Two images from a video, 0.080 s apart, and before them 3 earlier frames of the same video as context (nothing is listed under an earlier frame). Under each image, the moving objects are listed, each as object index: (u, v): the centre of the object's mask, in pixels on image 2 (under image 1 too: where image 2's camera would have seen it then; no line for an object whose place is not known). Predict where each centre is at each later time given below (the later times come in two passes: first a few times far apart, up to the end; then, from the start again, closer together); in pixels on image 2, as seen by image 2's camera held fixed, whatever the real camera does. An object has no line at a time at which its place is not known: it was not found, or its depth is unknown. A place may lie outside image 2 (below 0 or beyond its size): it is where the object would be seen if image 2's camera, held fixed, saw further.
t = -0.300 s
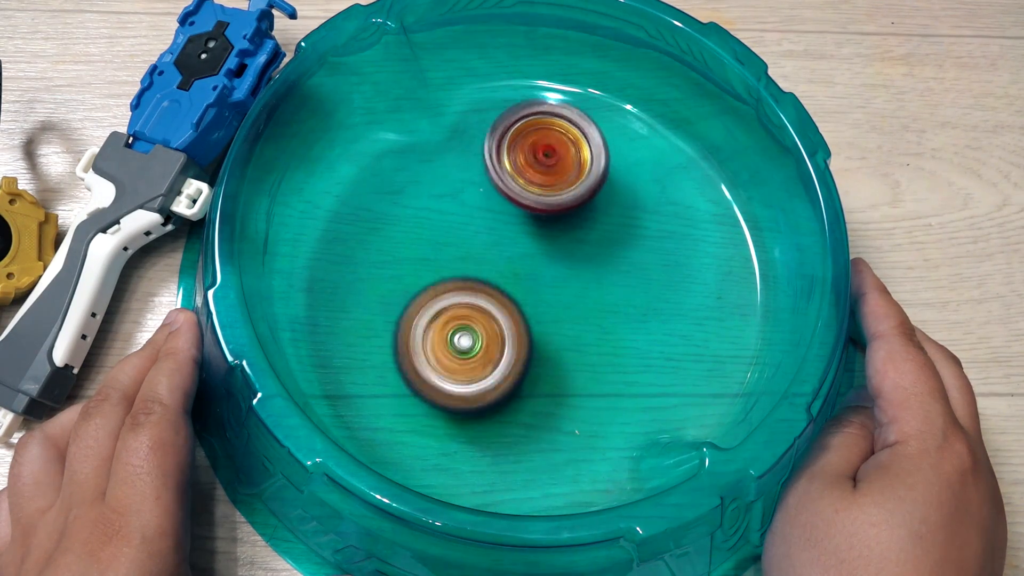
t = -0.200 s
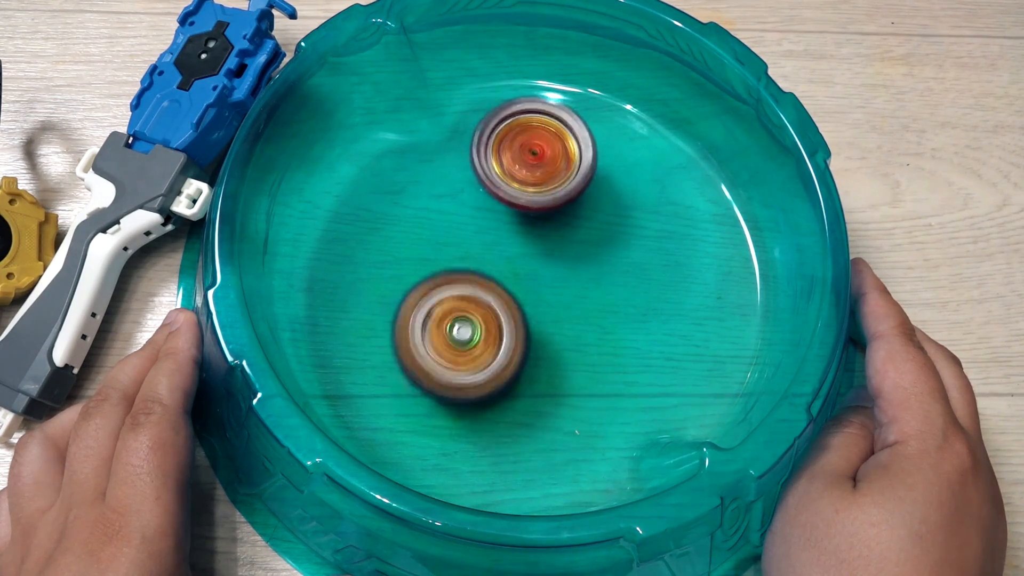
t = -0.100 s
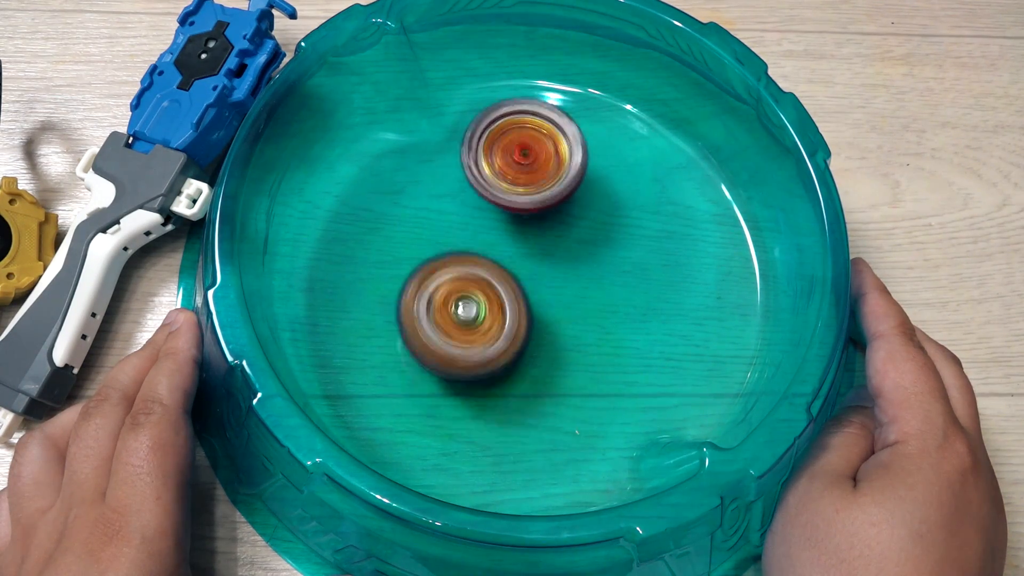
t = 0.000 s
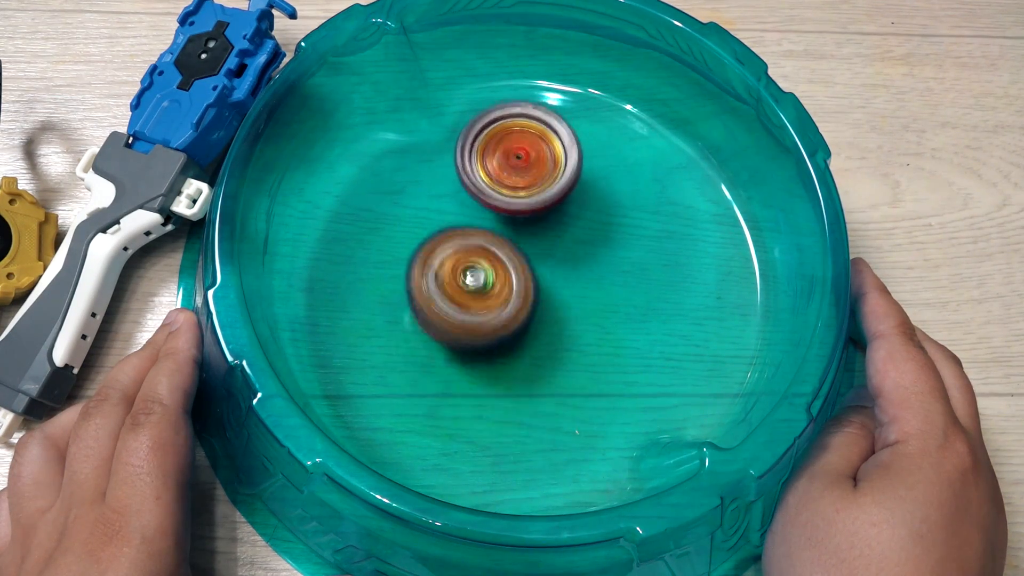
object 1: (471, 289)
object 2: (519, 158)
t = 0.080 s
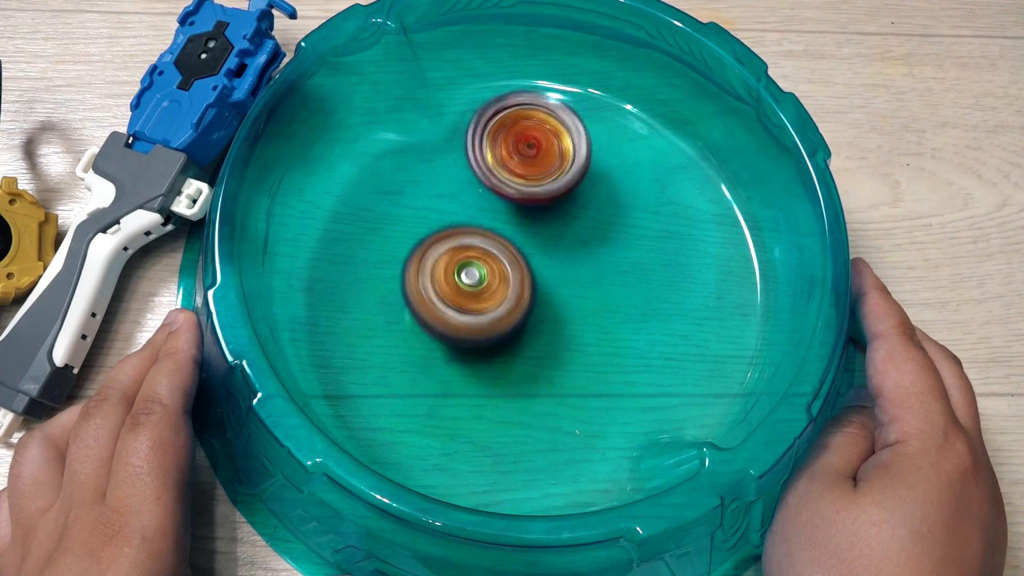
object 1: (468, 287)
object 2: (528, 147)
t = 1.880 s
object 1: (481, 282)
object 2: (540, 172)
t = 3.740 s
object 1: (415, 319)
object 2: (537, 149)
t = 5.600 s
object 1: (490, 286)
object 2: (500, 154)
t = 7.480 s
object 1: (583, 251)
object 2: (463, 199)
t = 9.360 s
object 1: (601, 369)
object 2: (515, 186)
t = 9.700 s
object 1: (578, 296)
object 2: (491, 201)
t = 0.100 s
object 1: (467, 291)
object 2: (530, 143)
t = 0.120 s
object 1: (466, 293)
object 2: (532, 140)
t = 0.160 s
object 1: (465, 297)
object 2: (533, 135)
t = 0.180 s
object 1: (466, 296)
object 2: (532, 134)
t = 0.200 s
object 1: (465, 297)
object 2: (532, 133)
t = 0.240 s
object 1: (465, 295)
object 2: (529, 133)
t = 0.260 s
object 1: (465, 295)
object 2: (528, 134)
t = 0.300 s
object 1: (465, 291)
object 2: (525, 136)
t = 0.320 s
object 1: (466, 289)
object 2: (524, 136)
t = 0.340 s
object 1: (466, 285)
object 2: (522, 138)
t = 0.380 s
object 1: (468, 281)
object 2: (520, 141)
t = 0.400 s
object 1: (470, 279)
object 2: (518, 143)
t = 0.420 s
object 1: (472, 275)
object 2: (517, 145)
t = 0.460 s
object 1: (476, 270)
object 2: (515, 147)
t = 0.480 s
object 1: (475, 274)
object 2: (518, 143)
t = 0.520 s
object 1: (472, 288)
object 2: (524, 136)
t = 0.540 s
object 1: (471, 293)
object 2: (528, 134)
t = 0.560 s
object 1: (471, 297)
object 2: (530, 133)
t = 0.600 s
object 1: (471, 303)
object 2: (534, 133)
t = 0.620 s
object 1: (472, 306)
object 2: (535, 133)
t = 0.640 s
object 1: (474, 307)
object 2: (535, 135)
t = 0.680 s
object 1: (478, 308)
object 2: (535, 138)
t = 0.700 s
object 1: (480, 307)
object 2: (534, 140)
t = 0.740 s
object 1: (485, 304)
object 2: (533, 145)
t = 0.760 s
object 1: (487, 302)
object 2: (533, 147)
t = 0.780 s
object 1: (488, 299)
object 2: (532, 151)
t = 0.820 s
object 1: (491, 292)
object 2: (531, 155)
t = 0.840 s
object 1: (492, 287)
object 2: (529, 158)
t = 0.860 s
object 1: (493, 283)
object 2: (530, 160)
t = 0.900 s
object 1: (487, 285)
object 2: (534, 158)
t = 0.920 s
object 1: (481, 290)
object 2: (538, 155)
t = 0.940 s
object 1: (477, 294)
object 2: (541, 152)
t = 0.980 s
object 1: (468, 300)
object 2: (543, 150)
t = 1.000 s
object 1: (465, 302)
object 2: (545, 150)
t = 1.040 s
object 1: (461, 305)
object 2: (544, 149)
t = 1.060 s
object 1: (460, 305)
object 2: (544, 150)
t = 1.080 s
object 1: (458, 306)
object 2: (543, 150)
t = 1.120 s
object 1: (457, 305)
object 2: (542, 152)
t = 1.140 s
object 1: (456, 303)
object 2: (543, 152)
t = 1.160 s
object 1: (457, 302)
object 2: (542, 154)
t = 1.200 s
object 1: (458, 298)
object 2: (542, 157)
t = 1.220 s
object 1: (458, 297)
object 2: (540, 159)
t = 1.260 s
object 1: (460, 291)
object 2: (539, 163)
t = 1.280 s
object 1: (461, 289)
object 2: (539, 164)
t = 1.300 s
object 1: (463, 285)
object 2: (539, 167)
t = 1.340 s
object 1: (467, 279)
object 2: (537, 171)
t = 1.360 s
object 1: (465, 279)
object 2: (539, 170)
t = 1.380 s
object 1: (461, 284)
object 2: (545, 166)
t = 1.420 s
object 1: (453, 295)
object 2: (552, 159)
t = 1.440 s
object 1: (450, 298)
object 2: (555, 157)
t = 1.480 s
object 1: (446, 304)
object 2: (557, 155)
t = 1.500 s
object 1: (444, 306)
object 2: (557, 156)
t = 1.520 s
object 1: (443, 308)
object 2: (555, 155)
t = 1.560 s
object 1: (442, 310)
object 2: (553, 156)
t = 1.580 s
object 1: (443, 310)
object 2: (553, 155)
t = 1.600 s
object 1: (444, 311)
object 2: (552, 157)
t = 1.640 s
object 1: (446, 310)
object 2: (550, 157)
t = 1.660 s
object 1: (448, 309)
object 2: (548, 158)
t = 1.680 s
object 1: (450, 308)
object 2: (548, 157)
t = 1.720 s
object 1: (454, 305)
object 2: (546, 160)
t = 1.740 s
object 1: (457, 303)
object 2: (546, 161)
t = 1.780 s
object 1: (463, 298)
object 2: (545, 164)
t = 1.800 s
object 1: (467, 295)
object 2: (544, 166)
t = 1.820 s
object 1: (470, 292)
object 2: (542, 168)
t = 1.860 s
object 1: (477, 285)
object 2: (540, 172)
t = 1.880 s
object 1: (481, 282)
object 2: (540, 172)
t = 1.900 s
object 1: (482, 282)
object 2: (542, 171)
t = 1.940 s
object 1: (477, 292)
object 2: (550, 161)
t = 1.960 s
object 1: (476, 294)
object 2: (553, 158)
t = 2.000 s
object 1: (474, 299)
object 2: (556, 152)
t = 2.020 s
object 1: (474, 300)
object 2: (556, 152)
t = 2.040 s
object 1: (474, 301)
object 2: (556, 151)
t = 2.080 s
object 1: (476, 300)
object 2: (553, 152)
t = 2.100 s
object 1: (476, 299)
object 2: (552, 152)
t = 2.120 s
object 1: (477, 297)
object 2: (549, 154)
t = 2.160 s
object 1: (480, 293)
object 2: (546, 155)
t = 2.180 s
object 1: (481, 289)
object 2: (542, 155)
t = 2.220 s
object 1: (482, 283)
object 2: (539, 156)
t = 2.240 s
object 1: (483, 278)
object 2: (536, 155)
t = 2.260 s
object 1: (483, 275)
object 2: (536, 156)
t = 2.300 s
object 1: (481, 271)
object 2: (537, 155)
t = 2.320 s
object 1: (479, 272)
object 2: (539, 154)
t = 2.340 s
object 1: (476, 278)
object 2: (543, 149)
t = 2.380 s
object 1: (471, 287)
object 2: (548, 145)
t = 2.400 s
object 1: (470, 289)
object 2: (549, 143)
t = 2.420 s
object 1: (470, 291)
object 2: (550, 143)
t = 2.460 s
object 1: (471, 293)
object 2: (550, 143)
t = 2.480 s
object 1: (471, 293)
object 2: (549, 145)
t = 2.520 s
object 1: (474, 292)
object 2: (547, 145)
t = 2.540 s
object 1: (475, 292)
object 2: (546, 147)
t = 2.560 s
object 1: (477, 292)
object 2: (544, 147)
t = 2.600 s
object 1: (480, 288)
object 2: (542, 151)
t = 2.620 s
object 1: (481, 286)
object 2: (541, 151)
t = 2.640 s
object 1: (482, 284)
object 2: (541, 152)
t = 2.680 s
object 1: (485, 280)
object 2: (537, 155)
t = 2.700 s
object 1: (486, 276)
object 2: (536, 157)
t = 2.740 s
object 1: (481, 289)
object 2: (542, 148)
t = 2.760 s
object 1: (473, 302)
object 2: (546, 138)
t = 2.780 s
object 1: (467, 315)
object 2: (554, 126)
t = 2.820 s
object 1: (457, 335)
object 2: (562, 116)
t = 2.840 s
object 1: (452, 345)
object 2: (565, 111)
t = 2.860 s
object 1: (449, 353)
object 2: (568, 109)
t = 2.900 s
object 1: (442, 365)
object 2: (570, 107)
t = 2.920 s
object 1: (441, 371)
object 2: (570, 109)
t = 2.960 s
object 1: (439, 375)
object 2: (568, 111)
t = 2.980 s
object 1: (440, 376)
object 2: (568, 114)
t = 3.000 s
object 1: (440, 375)
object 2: (565, 116)
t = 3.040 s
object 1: (442, 373)
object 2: (563, 120)
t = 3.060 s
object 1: (443, 371)
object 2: (560, 123)
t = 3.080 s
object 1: (444, 368)
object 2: (559, 124)
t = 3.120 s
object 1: (446, 362)
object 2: (555, 130)
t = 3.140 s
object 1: (446, 358)
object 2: (553, 131)
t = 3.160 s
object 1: (448, 356)
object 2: (552, 135)
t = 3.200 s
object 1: (449, 349)
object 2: (549, 141)
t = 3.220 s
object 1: (450, 346)
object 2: (548, 145)
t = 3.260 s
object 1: (452, 339)
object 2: (544, 152)
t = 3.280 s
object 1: (453, 336)
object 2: (543, 156)
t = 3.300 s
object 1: (454, 332)
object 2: (540, 160)
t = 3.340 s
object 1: (456, 324)
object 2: (538, 167)
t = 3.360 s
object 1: (457, 320)
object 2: (535, 171)
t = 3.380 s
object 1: (458, 314)
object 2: (534, 173)
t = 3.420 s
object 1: (460, 304)
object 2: (529, 180)
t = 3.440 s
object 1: (461, 298)
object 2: (528, 183)
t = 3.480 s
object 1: (452, 300)
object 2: (533, 176)
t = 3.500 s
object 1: (444, 305)
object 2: (537, 171)
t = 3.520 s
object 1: (437, 309)
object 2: (541, 165)
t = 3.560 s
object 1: (425, 316)
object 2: (545, 157)
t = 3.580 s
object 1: (419, 317)
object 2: (547, 155)
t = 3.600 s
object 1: (414, 319)
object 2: (546, 154)
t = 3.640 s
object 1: (410, 321)
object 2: (547, 151)
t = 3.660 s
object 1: (410, 322)
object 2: (545, 152)
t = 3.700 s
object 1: (411, 320)
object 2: (542, 150)
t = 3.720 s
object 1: (412, 320)
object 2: (540, 151)
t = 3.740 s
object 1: (415, 319)
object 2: (537, 149)
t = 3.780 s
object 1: (420, 315)
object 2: (534, 152)
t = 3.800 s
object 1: (423, 314)
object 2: (531, 151)
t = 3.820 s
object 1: (427, 310)
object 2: (531, 152)
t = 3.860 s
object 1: (433, 306)
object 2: (526, 154)
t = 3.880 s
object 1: (437, 302)
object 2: (526, 154)
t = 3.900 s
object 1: (440, 298)
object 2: (526, 156)
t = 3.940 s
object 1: (447, 294)
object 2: (523, 158)
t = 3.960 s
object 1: (451, 289)
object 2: (523, 160)
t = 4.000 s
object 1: (457, 283)
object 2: (520, 162)
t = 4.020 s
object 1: (462, 281)
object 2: (521, 164)
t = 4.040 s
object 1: (465, 279)
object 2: (521, 165)
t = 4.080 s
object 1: (469, 282)
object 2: (526, 164)
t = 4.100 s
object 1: (472, 282)
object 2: (526, 165)
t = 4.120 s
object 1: (468, 292)
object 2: (533, 158)
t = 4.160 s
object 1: (456, 319)
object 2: (545, 143)
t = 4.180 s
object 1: (451, 329)
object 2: (549, 138)
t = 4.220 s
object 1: (441, 351)
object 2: (558, 130)
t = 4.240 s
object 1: (438, 358)
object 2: (561, 129)
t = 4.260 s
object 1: (436, 364)
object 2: (561, 129)
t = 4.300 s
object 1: (435, 373)
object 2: (563, 128)
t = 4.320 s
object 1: (436, 375)
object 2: (563, 130)
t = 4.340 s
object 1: (437, 377)
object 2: (562, 129)
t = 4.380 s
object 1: (442, 378)
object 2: (563, 132)
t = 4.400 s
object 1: (443, 376)
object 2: (561, 133)
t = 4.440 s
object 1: (448, 373)
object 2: (561, 134)
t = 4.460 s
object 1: (449, 369)
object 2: (560, 137)
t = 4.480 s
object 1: (450, 364)
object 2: (557, 138)
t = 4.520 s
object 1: (454, 358)
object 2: (559, 142)
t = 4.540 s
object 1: (455, 354)
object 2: (556, 145)
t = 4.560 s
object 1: (455, 349)
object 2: (555, 147)
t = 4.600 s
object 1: (458, 342)
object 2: (553, 153)
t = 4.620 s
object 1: (458, 337)
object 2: (549, 156)
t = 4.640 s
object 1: (460, 333)
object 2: (547, 159)
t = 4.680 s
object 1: (462, 323)
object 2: (541, 165)
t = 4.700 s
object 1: (463, 317)
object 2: (537, 167)
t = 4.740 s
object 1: (466, 306)
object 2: (532, 171)
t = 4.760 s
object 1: (468, 301)
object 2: (527, 173)
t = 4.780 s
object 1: (469, 295)
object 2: (524, 174)
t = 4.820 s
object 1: (470, 285)
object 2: (518, 175)
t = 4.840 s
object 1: (470, 286)
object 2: (517, 170)
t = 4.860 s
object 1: (468, 286)
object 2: (516, 166)
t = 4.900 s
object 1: (469, 289)
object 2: (511, 160)
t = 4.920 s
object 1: (471, 289)
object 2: (508, 156)
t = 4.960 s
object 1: (472, 288)
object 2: (505, 153)
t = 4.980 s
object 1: (474, 288)
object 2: (501, 150)
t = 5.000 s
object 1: (478, 286)
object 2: (500, 148)
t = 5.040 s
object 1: (480, 282)
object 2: (497, 145)
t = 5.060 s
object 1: (483, 281)
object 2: (495, 142)
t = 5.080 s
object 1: (485, 277)
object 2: (495, 140)
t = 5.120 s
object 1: (488, 273)
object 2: (494, 138)
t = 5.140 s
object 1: (489, 271)
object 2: (493, 135)
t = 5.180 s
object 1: (491, 266)
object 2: (494, 135)
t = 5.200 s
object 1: (490, 264)
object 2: (492, 134)
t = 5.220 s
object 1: (490, 264)
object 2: (493, 133)
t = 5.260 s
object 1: (489, 262)
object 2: (493, 135)
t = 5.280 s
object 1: (488, 264)
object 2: (493, 133)
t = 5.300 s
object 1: (488, 269)
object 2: (496, 129)
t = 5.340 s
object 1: (485, 276)
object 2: (498, 128)
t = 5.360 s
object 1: (484, 278)
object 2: (499, 128)
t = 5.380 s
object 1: (485, 280)
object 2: (501, 128)
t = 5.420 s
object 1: (484, 281)
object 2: (503, 132)
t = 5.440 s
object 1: (483, 282)
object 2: (504, 133)
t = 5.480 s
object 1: (484, 285)
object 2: (505, 138)
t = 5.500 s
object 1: (485, 285)
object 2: (504, 141)
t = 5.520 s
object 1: (485, 286)
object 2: (503, 143)
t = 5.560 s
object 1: (487, 287)
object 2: (503, 148)
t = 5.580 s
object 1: (489, 287)
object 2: (502, 151)
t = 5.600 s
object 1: (490, 286)
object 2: (500, 154)
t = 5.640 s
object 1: (492, 285)
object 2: (497, 160)
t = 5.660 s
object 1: (494, 286)
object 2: (496, 161)
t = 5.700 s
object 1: (493, 288)
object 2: (495, 162)
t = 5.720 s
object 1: (494, 289)
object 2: (494, 164)
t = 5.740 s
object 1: (495, 289)
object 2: (491, 166)
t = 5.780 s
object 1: (495, 291)
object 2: (487, 165)
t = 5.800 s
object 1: (497, 295)
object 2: (488, 163)
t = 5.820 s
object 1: (498, 298)
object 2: (483, 160)
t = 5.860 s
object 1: (499, 300)
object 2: (482, 157)
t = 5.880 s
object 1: (501, 301)
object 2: (483, 158)
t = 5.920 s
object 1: (503, 301)
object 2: (480, 156)
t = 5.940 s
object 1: (504, 300)
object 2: (480, 157)
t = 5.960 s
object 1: (505, 299)
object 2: (480, 157)
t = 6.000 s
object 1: (507, 298)
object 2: (476, 155)
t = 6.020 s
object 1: (508, 295)
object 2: (476, 156)
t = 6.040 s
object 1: (509, 294)
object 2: (476, 157)
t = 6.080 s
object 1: (512, 291)
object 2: (472, 156)
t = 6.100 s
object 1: (514, 288)
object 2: (472, 156)
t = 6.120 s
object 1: (515, 285)
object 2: (472, 157)
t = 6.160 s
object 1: (517, 281)
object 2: (470, 158)
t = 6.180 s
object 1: (519, 278)
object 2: (471, 156)
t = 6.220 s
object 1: (523, 275)
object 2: (472, 155)
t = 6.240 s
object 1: (529, 279)
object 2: (472, 150)
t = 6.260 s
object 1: (534, 282)
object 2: (471, 148)
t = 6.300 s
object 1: (546, 287)
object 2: (468, 143)
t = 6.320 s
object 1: (551, 288)
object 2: (469, 140)
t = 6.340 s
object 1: (556, 290)
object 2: (470, 140)
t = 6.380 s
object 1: (564, 290)
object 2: (474, 142)
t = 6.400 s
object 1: (567, 289)
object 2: (475, 143)
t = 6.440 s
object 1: (572, 287)
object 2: (477, 148)
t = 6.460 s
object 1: (574, 286)
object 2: (478, 151)
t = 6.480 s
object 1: (576, 285)
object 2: (476, 154)
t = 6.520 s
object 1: (579, 281)
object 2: (473, 157)
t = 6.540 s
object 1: (579, 279)
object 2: (473, 160)
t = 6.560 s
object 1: (580, 278)
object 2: (471, 163)
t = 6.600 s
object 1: (581, 275)
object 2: (469, 166)
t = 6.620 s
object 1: (580, 273)
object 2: (469, 166)
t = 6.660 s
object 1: (580, 269)
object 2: (469, 171)
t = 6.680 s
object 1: (581, 268)
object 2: (468, 173)
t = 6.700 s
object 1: (580, 265)
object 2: (468, 174)
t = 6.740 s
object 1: (578, 261)
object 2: (467, 178)
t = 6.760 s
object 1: (577, 260)
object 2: (467, 180)
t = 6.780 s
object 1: (577, 258)
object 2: (466, 182)
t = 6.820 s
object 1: (575, 255)
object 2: (464, 186)
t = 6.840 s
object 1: (572, 252)
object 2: (462, 187)
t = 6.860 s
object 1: (571, 251)
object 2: (461, 189)
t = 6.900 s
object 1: (578, 252)
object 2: (452, 186)
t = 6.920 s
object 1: (583, 252)
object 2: (446, 183)
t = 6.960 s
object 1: (588, 249)
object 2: (443, 181)
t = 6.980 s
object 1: (589, 248)
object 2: (445, 180)
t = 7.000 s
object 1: (589, 246)
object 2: (445, 182)
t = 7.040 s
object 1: (589, 242)
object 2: (446, 181)
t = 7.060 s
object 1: (589, 240)
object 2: (446, 182)
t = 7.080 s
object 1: (588, 238)
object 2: (448, 183)
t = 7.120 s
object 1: (585, 236)
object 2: (445, 183)
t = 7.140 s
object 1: (585, 236)
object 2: (447, 184)
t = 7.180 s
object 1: (583, 237)
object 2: (450, 188)
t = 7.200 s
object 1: (581, 238)
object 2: (449, 189)
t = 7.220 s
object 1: (580, 238)
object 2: (449, 188)
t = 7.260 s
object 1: (580, 239)
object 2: (453, 191)
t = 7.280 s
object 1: (579, 240)
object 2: (454, 192)
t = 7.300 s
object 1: (581, 242)
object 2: (453, 192)
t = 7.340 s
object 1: (583, 245)
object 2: (456, 188)
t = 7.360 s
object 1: (583, 247)
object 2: (460, 189)
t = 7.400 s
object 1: (583, 249)
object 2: (462, 191)
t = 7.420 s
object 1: (584, 249)
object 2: (462, 193)
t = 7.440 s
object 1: (584, 250)
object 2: (463, 195)
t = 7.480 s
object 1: (583, 251)
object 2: (463, 199)
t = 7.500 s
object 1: (583, 252)
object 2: (461, 201)
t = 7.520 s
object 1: (582, 253)
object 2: (460, 203)
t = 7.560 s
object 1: (580, 255)
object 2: (461, 204)
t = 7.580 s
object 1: (582, 256)
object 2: (458, 205)
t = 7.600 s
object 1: (587, 262)
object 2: (452, 203)
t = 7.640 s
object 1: (599, 274)
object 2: (443, 201)
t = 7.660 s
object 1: (606, 280)
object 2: (444, 198)
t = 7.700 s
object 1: (615, 294)
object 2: (435, 194)
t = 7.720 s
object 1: (620, 300)
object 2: (436, 194)
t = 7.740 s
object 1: (624, 306)
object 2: (435, 195)
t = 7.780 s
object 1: (631, 321)
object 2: (440, 197)
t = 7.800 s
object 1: (634, 328)
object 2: (439, 199)
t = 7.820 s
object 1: (636, 334)
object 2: (440, 198)
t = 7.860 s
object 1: (639, 343)
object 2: (444, 203)
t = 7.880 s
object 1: (638, 348)
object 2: (446, 205)
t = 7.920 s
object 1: (638, 355)
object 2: (447, 209)
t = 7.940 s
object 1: (638, 357)
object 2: (447, 208)
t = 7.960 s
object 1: (636, 358)
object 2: (450, 208)
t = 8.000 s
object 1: (633, 358)
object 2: (454, 211)
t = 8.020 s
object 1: (629, 359)
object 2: (454, 212)
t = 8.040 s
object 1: (627, 359)
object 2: (456, 213)
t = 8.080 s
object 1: (620, 359)
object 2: (459, 212)
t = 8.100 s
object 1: (618, 358)
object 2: (462, 214)
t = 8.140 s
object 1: (611, 356)
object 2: (464, 217)
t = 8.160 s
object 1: (607, 354)
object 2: (466, 219)
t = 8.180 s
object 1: (604, 352)
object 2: (466, 221)
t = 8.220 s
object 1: (597, 347)
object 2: (471, 222)
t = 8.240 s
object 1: (593, 344)
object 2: (469, 224)
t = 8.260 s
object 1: (588, 340)
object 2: (471, 225)
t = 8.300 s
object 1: (578, 332)
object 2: (473, 228)
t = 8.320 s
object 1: (571, 328)
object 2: (476, 229)
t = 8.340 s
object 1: (566, 324)
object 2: (478, 231)
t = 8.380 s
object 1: (558, 317)
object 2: (473, 230)
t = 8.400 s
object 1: (556, 316)
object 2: (471, 228)
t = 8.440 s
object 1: (556, 321)
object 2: (468, 225)
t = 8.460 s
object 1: (554, 323)
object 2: (465, 225)
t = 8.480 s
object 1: (552, 324)
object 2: (460, 224)
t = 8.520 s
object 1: (547, 324)
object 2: (450, 213)
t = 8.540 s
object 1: (546, 324)
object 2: (449, 206)
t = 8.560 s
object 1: (543, 324)
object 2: (451, 201)
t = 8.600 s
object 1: (536, 322)
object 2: (451, 199)
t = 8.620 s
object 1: (533, 322)
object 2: (451, 197)
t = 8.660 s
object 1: (532, 322)
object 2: (456, 195)
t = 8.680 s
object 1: (532, 322)
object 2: (459, 195)
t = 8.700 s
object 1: (532, 322)
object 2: (461, 194)
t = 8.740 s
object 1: (532, 323)
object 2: (475, 192)
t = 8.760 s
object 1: (532, 323)
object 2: (478, 191)
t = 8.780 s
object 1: (531, 322)
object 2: (483, 191)
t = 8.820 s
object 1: (532, 322)
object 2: (491, 199)
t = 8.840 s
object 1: (532, 320)
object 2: (492, 203)
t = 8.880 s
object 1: (535, 319)
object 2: (494, 207)
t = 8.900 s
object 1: (536, 318)
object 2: (494, 208)
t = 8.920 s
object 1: (537, 317)
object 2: (493, 208)
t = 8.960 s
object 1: (540, 321)
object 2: (493, 206)
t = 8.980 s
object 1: (544, 330)
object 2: (493, 201)
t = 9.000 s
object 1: (548, 336)
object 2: (490, 195)
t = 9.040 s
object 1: (557, 349)
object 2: (486, 184)
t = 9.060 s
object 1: (561, 354)
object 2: (486, 179)
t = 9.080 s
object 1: (564, 359)
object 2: (489, 175)
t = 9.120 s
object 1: (571, 365)
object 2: (493, 174)
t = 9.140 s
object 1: (574, 367)
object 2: (494, 174)
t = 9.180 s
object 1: (581, 371)
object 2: (499, 174)
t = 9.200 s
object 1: (585, 372)
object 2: (502, 174)
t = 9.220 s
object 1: (588, 372)
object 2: (505, 176)
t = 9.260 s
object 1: (594, 373)
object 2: (506, 177)
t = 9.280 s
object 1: (596, 373)
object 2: (508, 177)
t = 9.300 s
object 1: (598, 373)
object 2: (510, 178)
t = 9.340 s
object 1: (601, 371)
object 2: (515, 183)
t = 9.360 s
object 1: (601, 369)
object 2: (515, 186)
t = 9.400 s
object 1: (601, 365)
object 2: (513, 190)
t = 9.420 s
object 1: (601, 362)
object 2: (511, 192)
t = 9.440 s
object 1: (601, 360)
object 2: (509, 192)
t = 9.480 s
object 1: (600, 355)
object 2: (506, 196)
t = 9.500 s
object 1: (599, 351)
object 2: (504, 197)
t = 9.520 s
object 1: (597, 347)
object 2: (502, 198)
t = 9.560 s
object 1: (594, 339)
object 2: (497, 199)
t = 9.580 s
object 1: (592, 334)
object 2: (495, 199)
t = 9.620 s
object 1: (587, 322)
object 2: (492, 198)
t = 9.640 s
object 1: (584, 315)
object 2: (492, 198)
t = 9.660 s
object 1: (581, 308)
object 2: (491, 199)
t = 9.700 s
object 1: (578, 296)
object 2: (491, 201)
